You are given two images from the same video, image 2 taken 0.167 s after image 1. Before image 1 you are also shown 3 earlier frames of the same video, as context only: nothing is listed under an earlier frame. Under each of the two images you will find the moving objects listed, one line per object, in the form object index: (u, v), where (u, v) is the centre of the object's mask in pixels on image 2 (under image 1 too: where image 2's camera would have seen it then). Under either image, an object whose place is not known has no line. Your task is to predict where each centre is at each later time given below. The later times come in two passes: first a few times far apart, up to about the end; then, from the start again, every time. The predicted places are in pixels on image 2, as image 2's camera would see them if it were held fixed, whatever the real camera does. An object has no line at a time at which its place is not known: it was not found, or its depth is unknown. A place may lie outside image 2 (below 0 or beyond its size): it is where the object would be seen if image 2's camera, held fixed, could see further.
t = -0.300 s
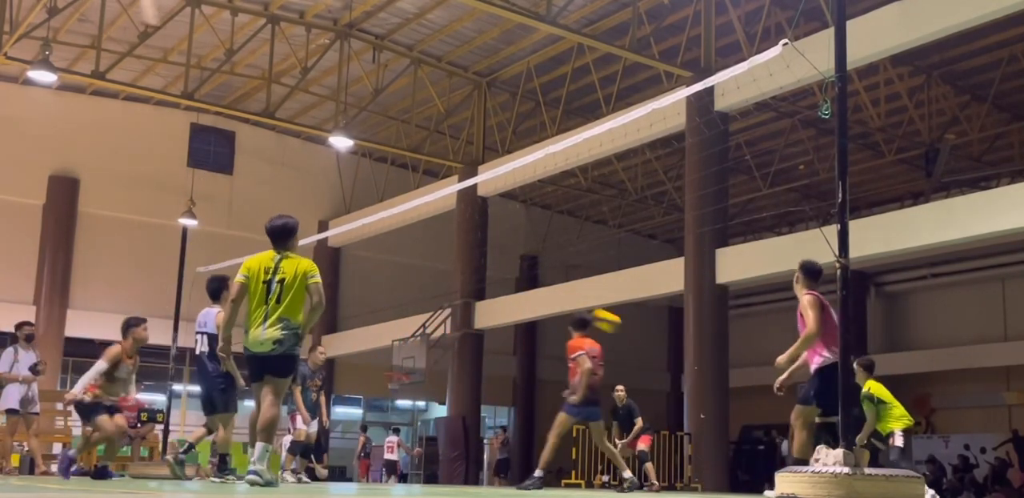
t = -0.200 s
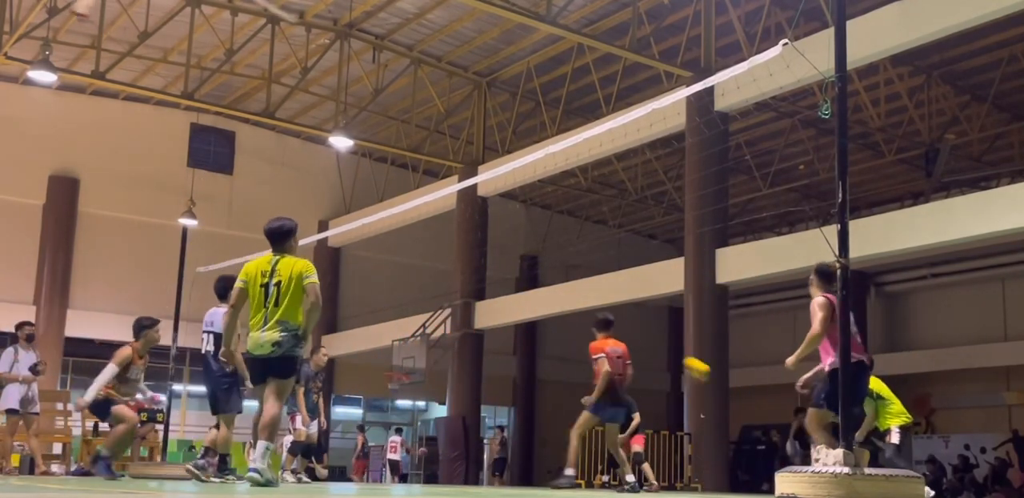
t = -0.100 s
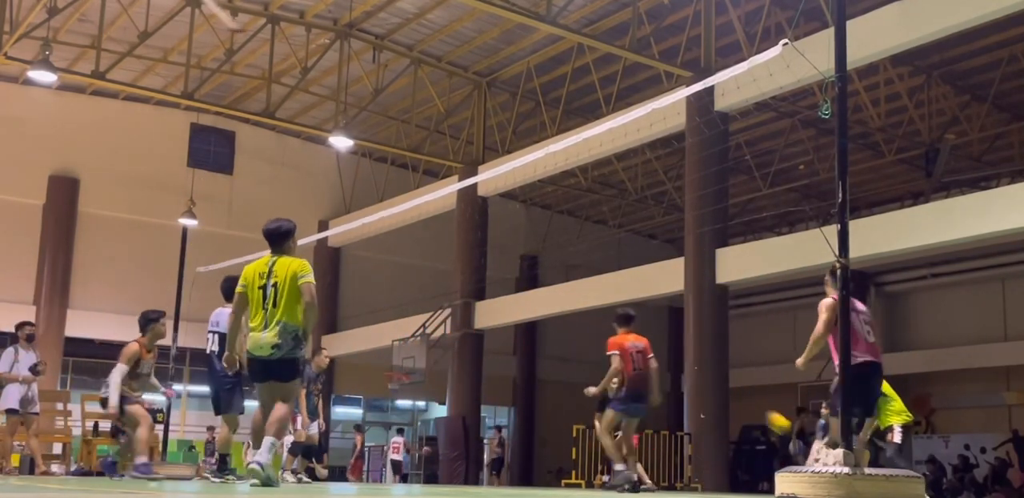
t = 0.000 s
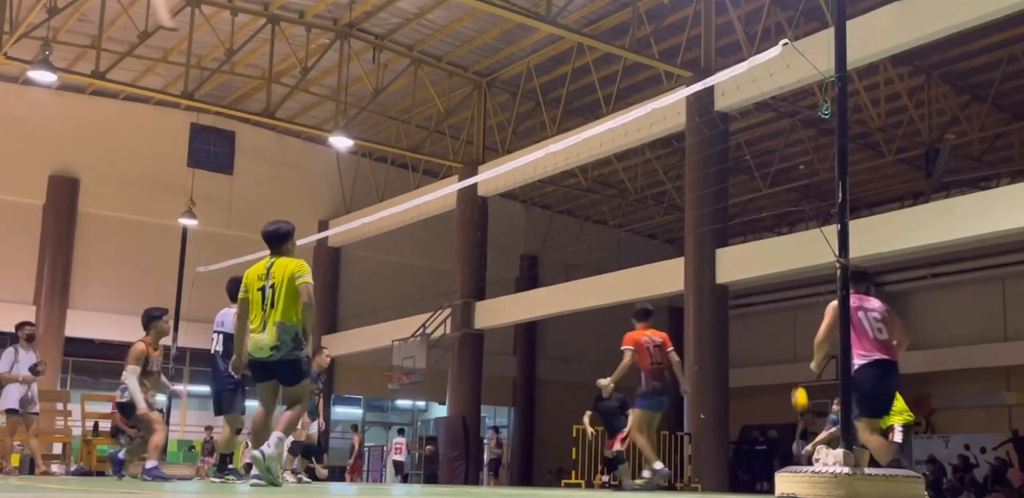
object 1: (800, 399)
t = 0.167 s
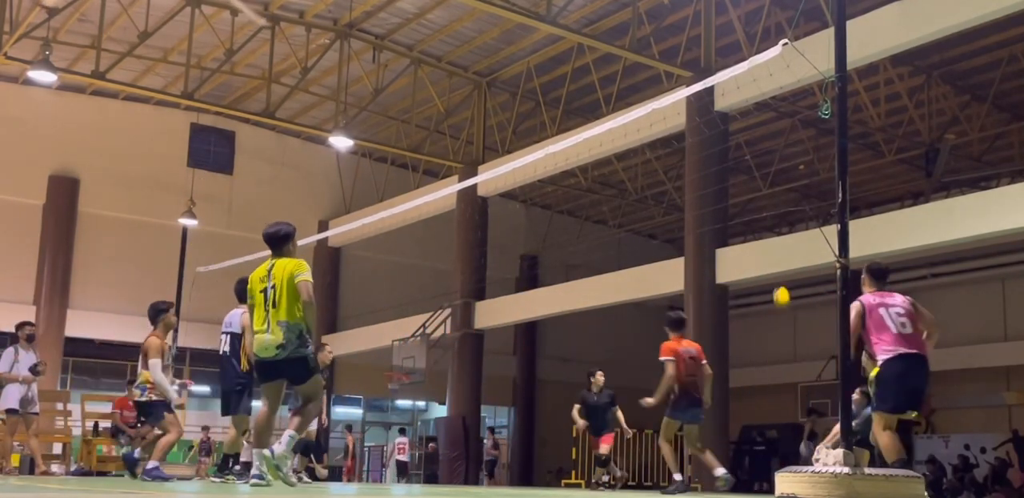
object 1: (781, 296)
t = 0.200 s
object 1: (778, 280)
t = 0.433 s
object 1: (758, 192)
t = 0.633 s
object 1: (743, 152)
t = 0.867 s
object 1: (727, 144)
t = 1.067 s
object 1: (715, 166)
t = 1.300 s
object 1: (700, 224)
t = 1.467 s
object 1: (689, 286)
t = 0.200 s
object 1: (778, 280)
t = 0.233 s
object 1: (775, 263)
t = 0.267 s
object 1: (771, 249)
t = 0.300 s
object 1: (768, 235)
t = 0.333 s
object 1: (766, 224)
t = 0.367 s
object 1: (763, 212)
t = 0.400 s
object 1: (760, 202)
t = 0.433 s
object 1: (758, 192)
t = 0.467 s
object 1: (755, 183)
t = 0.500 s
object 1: (753, 175)
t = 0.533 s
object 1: (750, 168)
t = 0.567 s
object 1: (748, 162)
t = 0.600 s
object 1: (745, 157)
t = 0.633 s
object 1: (743, 152)
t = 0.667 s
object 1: (740, 149)
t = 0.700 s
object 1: (739, 146)
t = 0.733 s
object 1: (736, 144)
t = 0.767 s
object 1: (734, 143)
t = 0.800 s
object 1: (732, 143)
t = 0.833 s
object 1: (729, 143)
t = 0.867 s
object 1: (727, 144)
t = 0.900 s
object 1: (725, 146)
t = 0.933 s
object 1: (723, 148)
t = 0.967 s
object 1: (721, 152)
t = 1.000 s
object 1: (719, 156)
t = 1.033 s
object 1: (716, 160)
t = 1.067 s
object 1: (715, 166)
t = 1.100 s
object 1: (712, 172)
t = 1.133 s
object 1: (710, 179)
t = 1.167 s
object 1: (708, 187)
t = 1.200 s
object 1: (706, 195)
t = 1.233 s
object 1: (704, 204)
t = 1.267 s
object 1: (702, 214)
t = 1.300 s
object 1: (700, 224)
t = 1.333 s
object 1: (698, 235)
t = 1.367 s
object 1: (695, 247)
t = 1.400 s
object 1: (693, 260)
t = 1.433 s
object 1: (691, 273)
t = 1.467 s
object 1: (689, 286)
